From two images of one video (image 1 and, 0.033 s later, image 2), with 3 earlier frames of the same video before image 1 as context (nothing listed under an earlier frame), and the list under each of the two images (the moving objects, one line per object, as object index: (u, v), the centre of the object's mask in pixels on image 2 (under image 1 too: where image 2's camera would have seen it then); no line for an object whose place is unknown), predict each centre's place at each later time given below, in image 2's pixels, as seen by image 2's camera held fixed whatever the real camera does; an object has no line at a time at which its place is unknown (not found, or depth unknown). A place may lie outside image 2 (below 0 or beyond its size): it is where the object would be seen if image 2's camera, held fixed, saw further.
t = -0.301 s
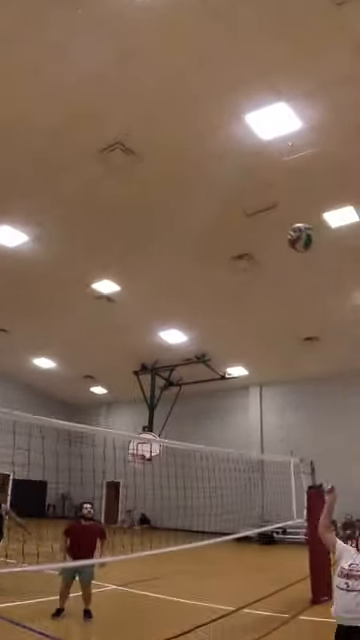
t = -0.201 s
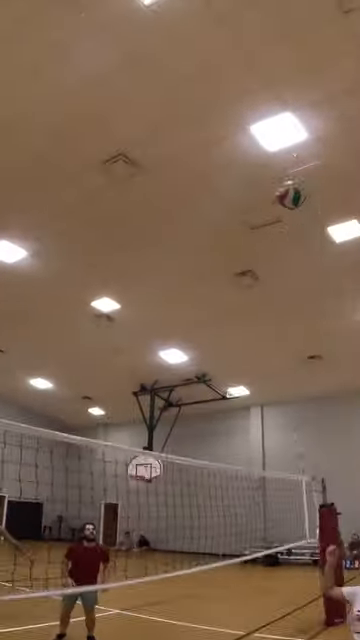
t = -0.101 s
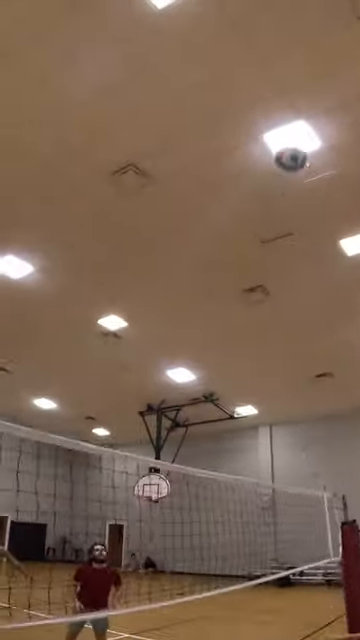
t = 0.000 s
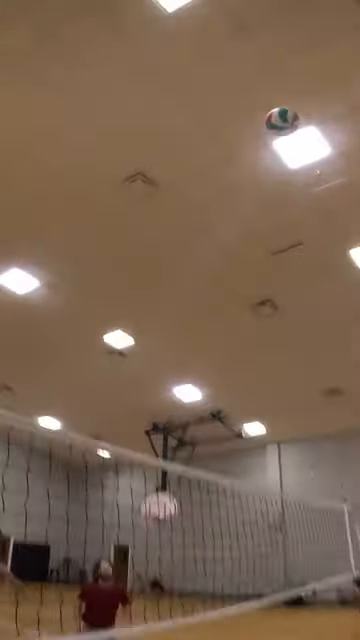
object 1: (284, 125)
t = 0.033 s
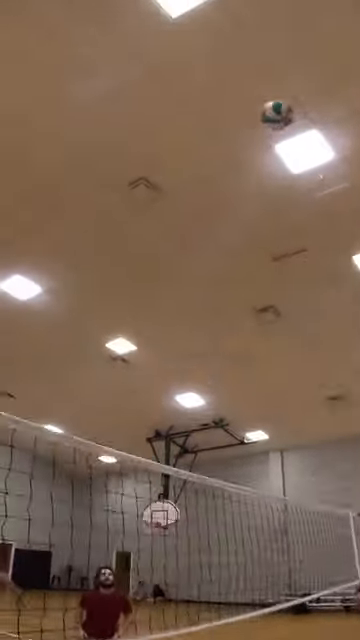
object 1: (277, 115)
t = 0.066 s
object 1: (268, 105)
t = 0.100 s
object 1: (259, 99)
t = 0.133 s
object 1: (251, 93)
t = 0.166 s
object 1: (243, 90)
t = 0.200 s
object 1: (233, 88)
